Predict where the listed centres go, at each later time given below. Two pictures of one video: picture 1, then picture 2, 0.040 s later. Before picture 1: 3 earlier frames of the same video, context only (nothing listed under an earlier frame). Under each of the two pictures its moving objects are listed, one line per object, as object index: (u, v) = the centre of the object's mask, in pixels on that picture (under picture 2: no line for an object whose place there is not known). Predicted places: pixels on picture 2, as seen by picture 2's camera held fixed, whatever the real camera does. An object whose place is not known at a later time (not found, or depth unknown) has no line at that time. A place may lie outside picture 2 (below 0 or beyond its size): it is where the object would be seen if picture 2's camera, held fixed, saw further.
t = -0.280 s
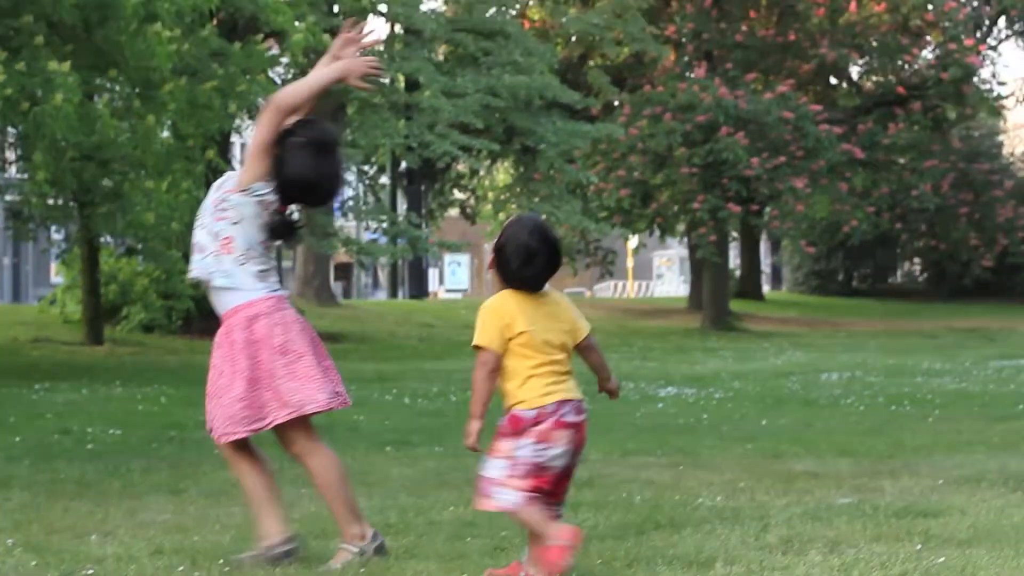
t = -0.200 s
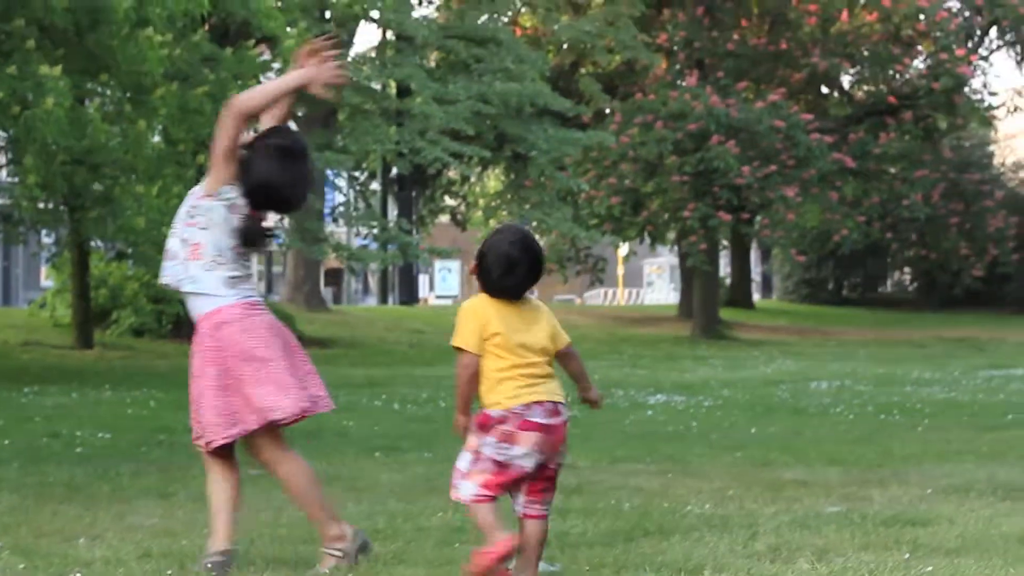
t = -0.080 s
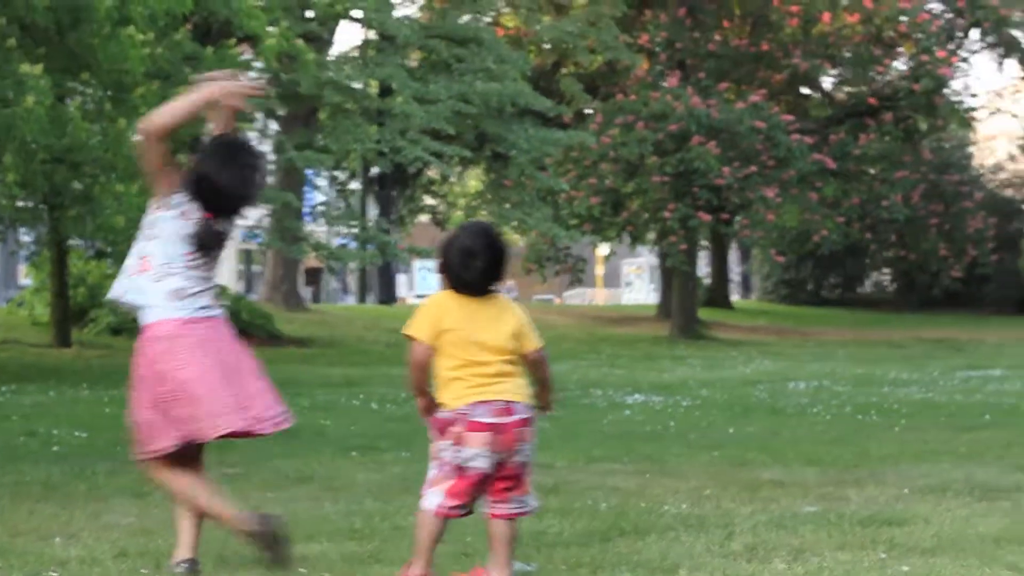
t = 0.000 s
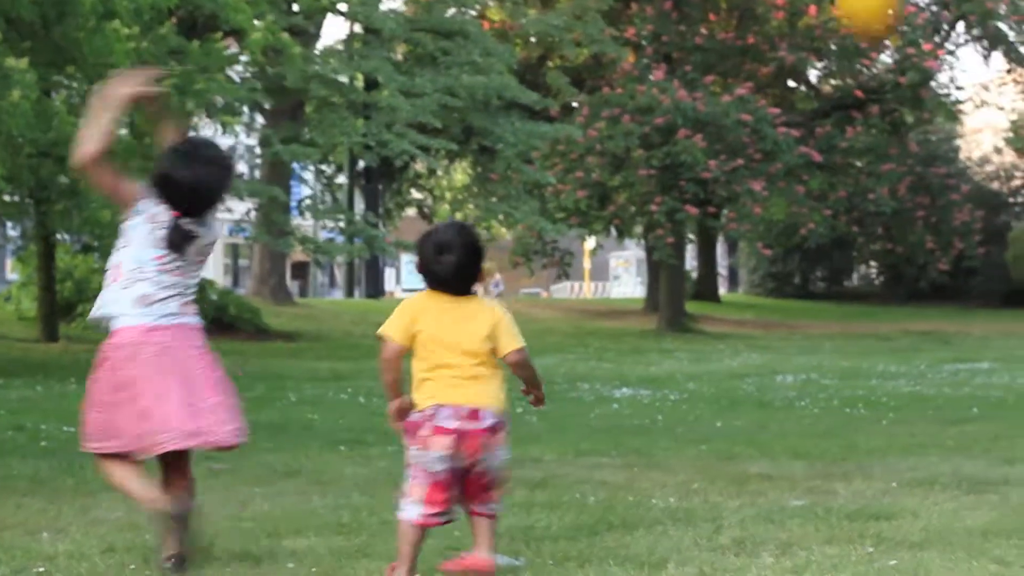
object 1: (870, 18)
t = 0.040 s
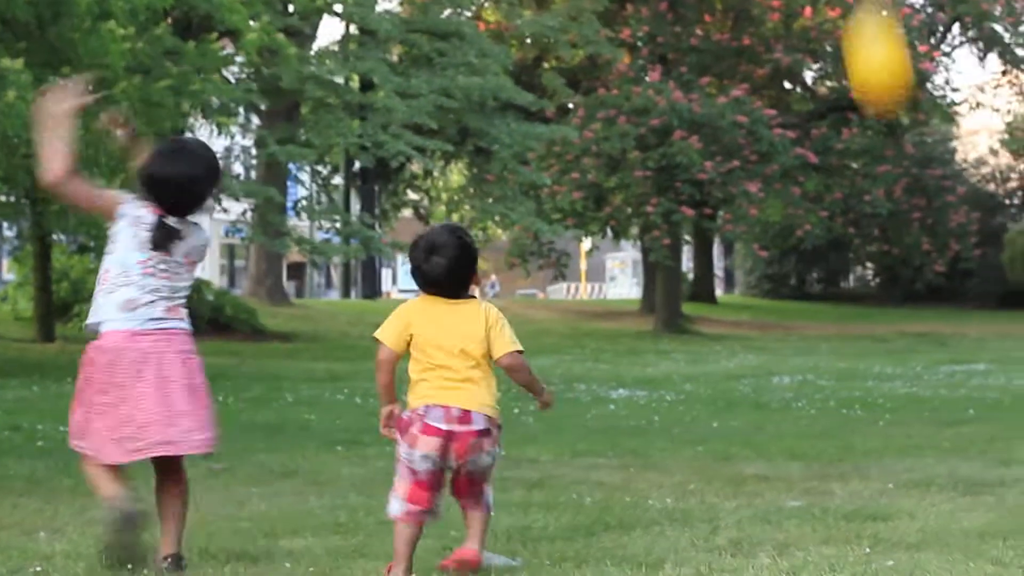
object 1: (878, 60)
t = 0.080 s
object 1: (896, 136)
